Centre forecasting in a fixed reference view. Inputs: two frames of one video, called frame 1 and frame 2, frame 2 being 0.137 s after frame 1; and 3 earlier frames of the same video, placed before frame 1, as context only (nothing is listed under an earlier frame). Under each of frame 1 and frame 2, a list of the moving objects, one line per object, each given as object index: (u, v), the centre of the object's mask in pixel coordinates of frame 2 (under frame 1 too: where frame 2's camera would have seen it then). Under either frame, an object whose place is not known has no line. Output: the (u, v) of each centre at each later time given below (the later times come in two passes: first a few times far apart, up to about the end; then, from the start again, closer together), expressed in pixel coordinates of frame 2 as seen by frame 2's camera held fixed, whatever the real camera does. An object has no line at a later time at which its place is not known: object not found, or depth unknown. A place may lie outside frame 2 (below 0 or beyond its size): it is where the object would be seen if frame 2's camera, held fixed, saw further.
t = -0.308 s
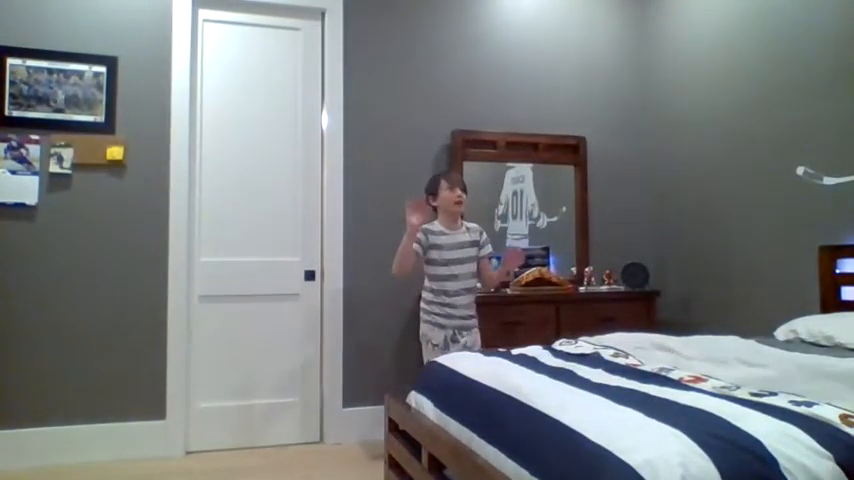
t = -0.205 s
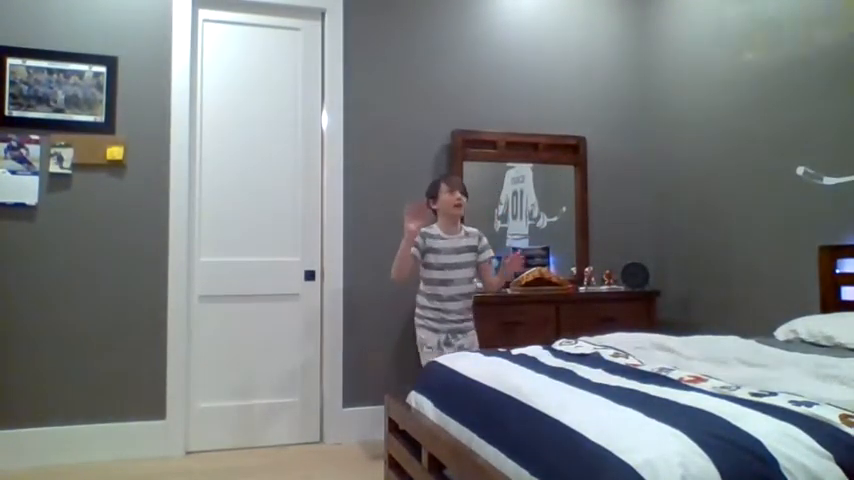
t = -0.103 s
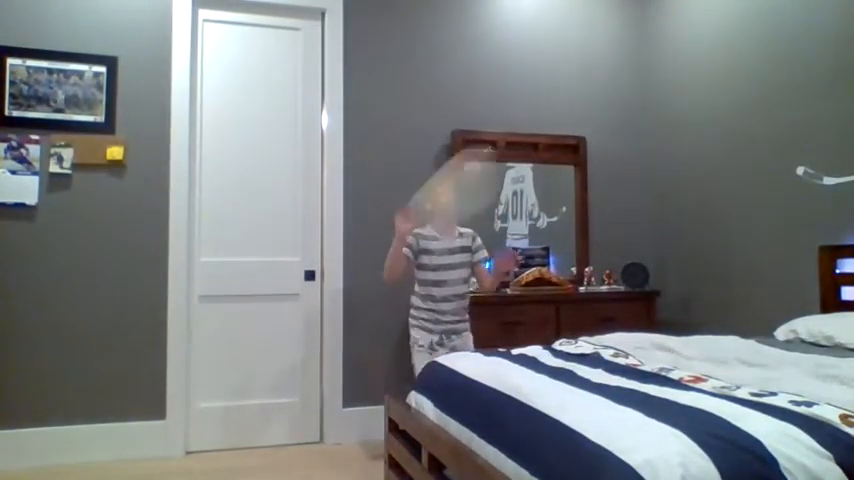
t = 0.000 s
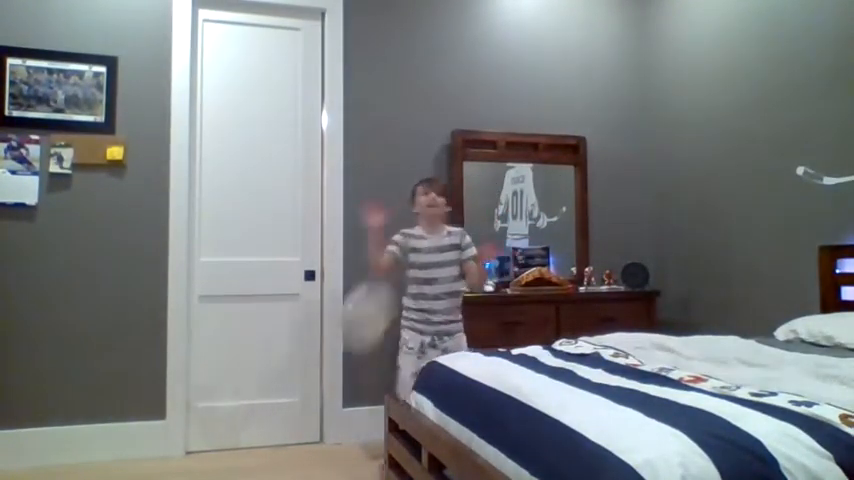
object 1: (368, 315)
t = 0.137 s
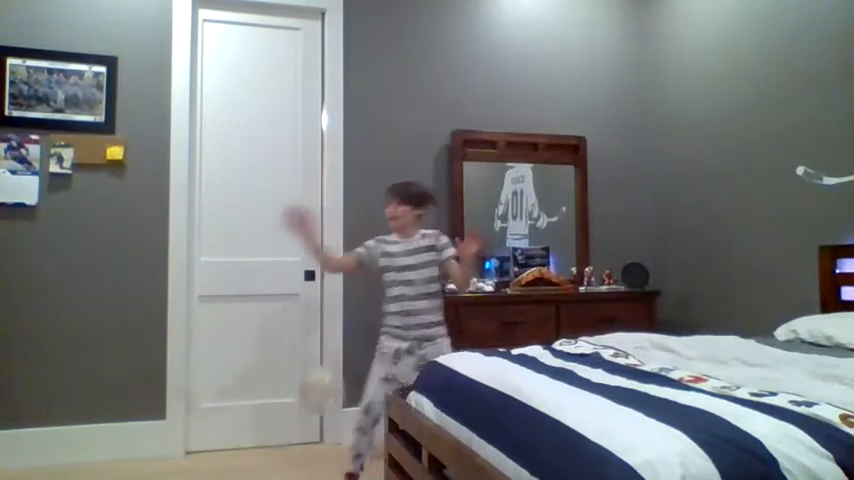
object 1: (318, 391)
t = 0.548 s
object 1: (285, 433)
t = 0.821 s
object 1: (281, 429)
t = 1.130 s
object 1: (276, 429)
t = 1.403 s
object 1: (270, 440)
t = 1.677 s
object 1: (262, 436)
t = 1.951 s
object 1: (258, 440)
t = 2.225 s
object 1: (256, 444)
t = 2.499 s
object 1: (249, 446)
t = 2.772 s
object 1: (242, 446)
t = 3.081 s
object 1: (237, 446)
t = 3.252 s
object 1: (236, 446)
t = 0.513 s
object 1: (285, 436)
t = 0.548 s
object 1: (285, 433)
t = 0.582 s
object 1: (285, 429)
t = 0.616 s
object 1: (285, 427)
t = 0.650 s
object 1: (285, 425)
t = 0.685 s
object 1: (285, 424)
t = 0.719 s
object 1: (284, 424)
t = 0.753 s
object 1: (288, 418)
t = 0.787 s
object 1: (281, 425)
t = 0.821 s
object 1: (281, 429)
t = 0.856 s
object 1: (280, 431)
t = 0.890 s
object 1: (278, 443)
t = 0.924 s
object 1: (276, 445)
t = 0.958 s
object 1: (273, 449)
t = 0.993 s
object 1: (275, 449)
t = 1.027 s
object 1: (274, 444)
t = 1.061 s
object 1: (276, 442)
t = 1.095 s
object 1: (277, 431)
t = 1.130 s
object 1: (276, 429)
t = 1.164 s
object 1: (277, 428)
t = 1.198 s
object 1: (275, 427)
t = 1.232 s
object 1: (273, 427)
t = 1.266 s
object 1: (274, 427)
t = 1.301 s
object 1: (273, 428)
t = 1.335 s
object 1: (271, 434)
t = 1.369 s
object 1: (271, 436)
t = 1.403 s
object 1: (270, 440)
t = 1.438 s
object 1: (270, 437)
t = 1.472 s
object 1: (270, 437)
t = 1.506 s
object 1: (269, 434)
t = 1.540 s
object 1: (268, 433)
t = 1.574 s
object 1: (268, 433)
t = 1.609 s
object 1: (265, 434)
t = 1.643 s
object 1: (264, 434)
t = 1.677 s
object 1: (262, 436)
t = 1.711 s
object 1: (260, 438)
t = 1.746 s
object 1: (260, 437)
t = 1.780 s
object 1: (260, 437)
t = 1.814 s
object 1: (260, 437)
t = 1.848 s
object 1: (260, 437)
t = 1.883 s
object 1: (260, 437)
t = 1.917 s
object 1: (259, 438)
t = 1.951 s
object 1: (258, 440)
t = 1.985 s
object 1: (259, 440)
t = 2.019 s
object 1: (258, 439)
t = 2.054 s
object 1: (257, 440)
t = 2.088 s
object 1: (258, 443)
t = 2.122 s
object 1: (257, 443)
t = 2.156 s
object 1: (257, 442)
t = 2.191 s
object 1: (256, 443)
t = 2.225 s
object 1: (256, 444)
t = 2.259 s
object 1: (256, 444)
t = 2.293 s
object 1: (254, 444)
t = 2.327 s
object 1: (252, 445)
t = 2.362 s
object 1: (252, 445)
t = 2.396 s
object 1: (251, 445)
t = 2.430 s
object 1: (249, 446)
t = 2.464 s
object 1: (250, 446)
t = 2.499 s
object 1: (249, 446)
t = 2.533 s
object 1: (248, 447)
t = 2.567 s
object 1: (246, 447)
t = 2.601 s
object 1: (246, 447)
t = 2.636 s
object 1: (245, 447)
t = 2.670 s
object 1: (244, 446)
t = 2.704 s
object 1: (244, 446)
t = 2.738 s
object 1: (243, 446)
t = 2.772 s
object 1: (242, 446)
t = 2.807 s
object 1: (241, 446)
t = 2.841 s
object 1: (241, 447)
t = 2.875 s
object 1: (239, 446)
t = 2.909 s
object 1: (239, 445)
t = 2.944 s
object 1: (239, 446)
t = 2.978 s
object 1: (239, 447)
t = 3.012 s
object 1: (237, 446)
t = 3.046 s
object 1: (237, 446)
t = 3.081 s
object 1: (237, 446)
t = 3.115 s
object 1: (237, 446)
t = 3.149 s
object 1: (237, 446)
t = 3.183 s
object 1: (236, 446)
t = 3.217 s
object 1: (236, 446)
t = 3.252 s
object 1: (236, 446)
